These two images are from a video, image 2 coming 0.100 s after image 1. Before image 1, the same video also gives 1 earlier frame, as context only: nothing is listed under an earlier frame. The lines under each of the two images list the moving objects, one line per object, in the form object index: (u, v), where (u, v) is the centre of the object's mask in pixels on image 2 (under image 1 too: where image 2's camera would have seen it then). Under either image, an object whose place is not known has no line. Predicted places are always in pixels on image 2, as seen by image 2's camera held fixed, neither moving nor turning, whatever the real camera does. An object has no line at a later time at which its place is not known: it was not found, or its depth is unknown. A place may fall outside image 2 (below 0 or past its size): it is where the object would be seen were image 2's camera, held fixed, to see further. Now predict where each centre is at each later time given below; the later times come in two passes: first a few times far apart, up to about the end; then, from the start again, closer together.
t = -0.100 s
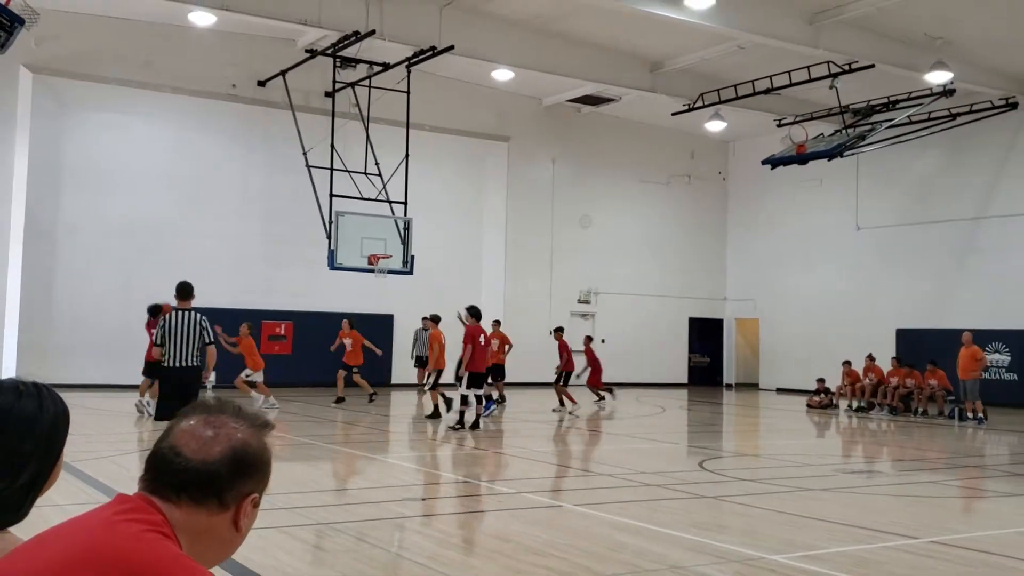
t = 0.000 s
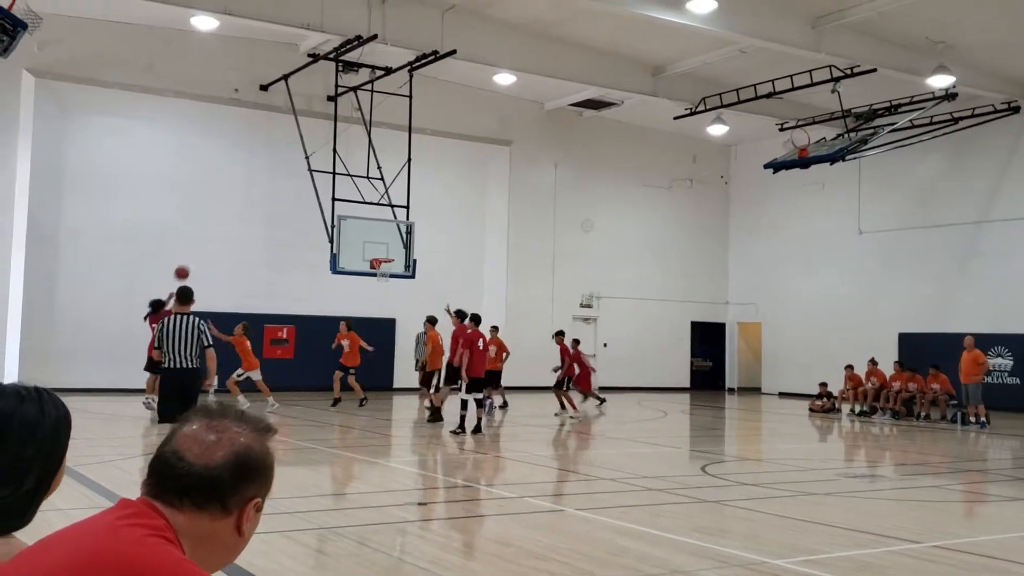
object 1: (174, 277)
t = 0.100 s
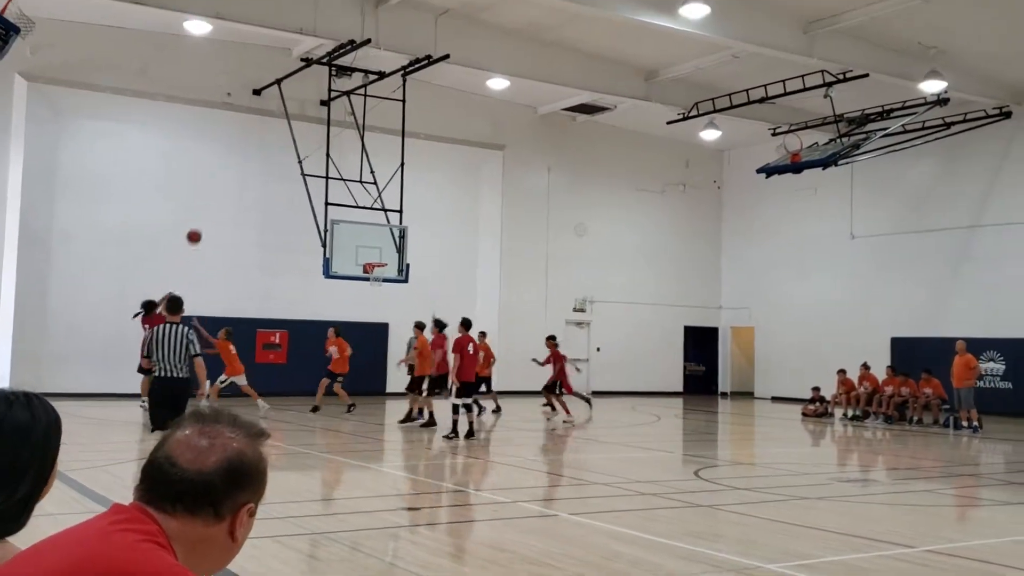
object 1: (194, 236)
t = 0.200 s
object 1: (212, 203)
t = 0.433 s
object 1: (250, 153)
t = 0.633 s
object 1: (278, 137)
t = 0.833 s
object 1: (303, 141)
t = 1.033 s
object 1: (324, 163)
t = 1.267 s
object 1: (347, 210)
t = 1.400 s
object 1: (359, 246)
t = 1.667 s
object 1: (356, 232)
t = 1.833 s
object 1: (354, 224)
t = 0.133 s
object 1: (200, 224)
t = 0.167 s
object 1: (206, 213)
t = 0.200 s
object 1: (212, 203)
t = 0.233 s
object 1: (218, 194)
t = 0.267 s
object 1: (224, 185)
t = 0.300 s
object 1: (229, 178)
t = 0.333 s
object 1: (235, 170)
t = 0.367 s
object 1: (240, 164)
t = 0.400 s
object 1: (245, 158)
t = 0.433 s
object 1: (250, 153)
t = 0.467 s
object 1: (255, 149)
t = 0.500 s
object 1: (260, 145)
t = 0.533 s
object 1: (265, 142)
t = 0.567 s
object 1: (269, 140)
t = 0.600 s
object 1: (274, 138)
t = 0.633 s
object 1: (278, 137)
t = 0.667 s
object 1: (283, 136)
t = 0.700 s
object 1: (287, 136)
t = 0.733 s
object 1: (291, 136)
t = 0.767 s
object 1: (295, 137)
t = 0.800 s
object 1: (299, 139)
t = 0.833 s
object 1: (303, 141)
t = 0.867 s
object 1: (307, 143)
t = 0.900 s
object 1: (310, 146)
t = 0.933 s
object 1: (314, 150)
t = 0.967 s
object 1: (318, 154)
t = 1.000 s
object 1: (321, 158)
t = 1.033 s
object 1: (324, 163)
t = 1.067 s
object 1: (328, 169)
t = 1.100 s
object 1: (331, 174)
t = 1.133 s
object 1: (335, 181)
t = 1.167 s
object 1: (338, 187)
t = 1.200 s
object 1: (341, 195)
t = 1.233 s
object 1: (344, 202)
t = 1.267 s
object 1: (347, 210)
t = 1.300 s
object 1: (350, 219)
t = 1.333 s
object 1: (353, 228)
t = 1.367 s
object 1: (356, 236)
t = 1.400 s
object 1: (359, 246)
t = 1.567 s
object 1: (357, 242)
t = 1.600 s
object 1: (357, 238)
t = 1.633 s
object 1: (357, 235)
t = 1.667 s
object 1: (356, 232)
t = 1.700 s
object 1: (356, 230)
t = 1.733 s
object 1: (356, 228)
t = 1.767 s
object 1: (355, 226)
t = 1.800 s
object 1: (355, 225)
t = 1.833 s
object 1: (354, 224)
